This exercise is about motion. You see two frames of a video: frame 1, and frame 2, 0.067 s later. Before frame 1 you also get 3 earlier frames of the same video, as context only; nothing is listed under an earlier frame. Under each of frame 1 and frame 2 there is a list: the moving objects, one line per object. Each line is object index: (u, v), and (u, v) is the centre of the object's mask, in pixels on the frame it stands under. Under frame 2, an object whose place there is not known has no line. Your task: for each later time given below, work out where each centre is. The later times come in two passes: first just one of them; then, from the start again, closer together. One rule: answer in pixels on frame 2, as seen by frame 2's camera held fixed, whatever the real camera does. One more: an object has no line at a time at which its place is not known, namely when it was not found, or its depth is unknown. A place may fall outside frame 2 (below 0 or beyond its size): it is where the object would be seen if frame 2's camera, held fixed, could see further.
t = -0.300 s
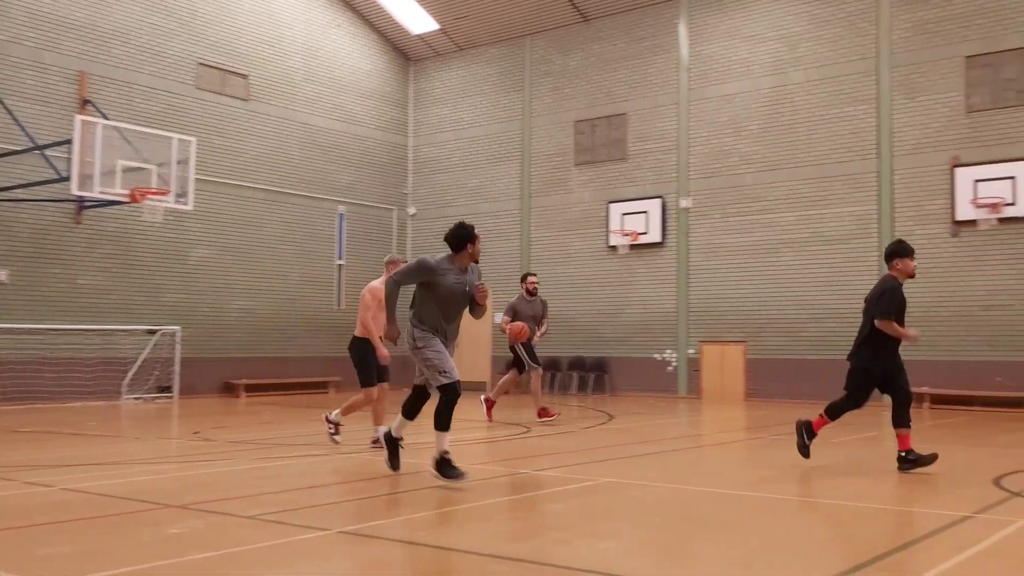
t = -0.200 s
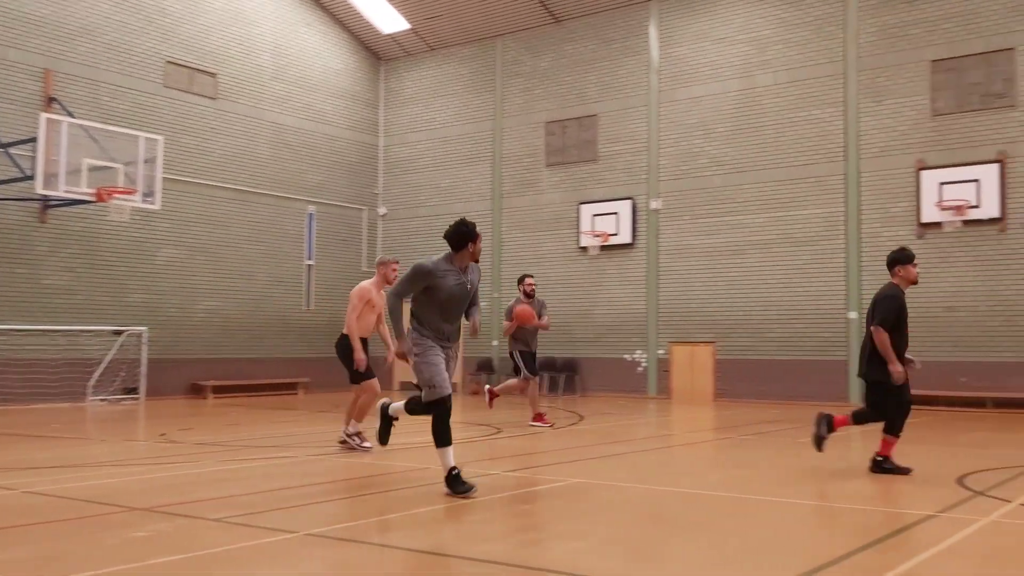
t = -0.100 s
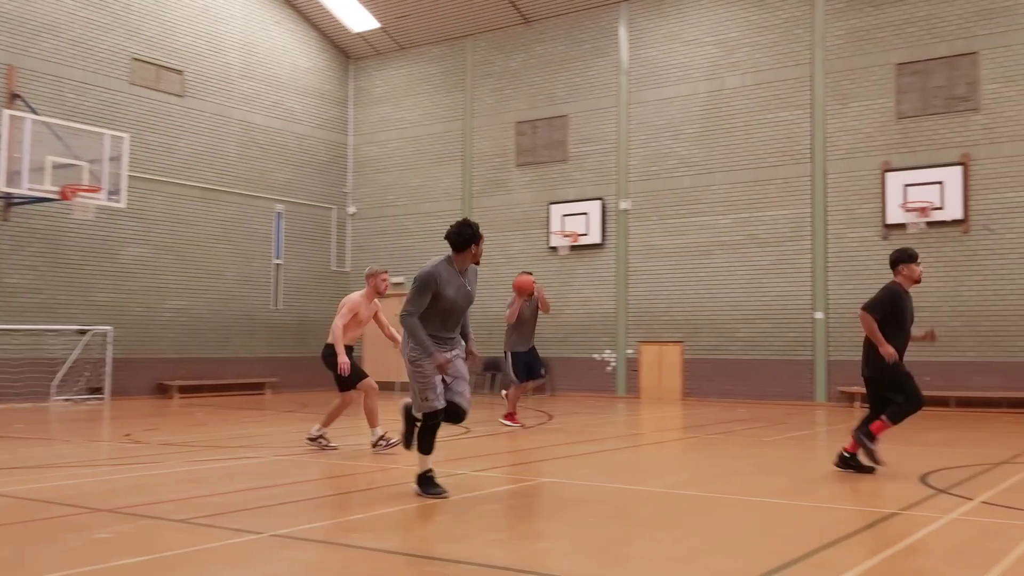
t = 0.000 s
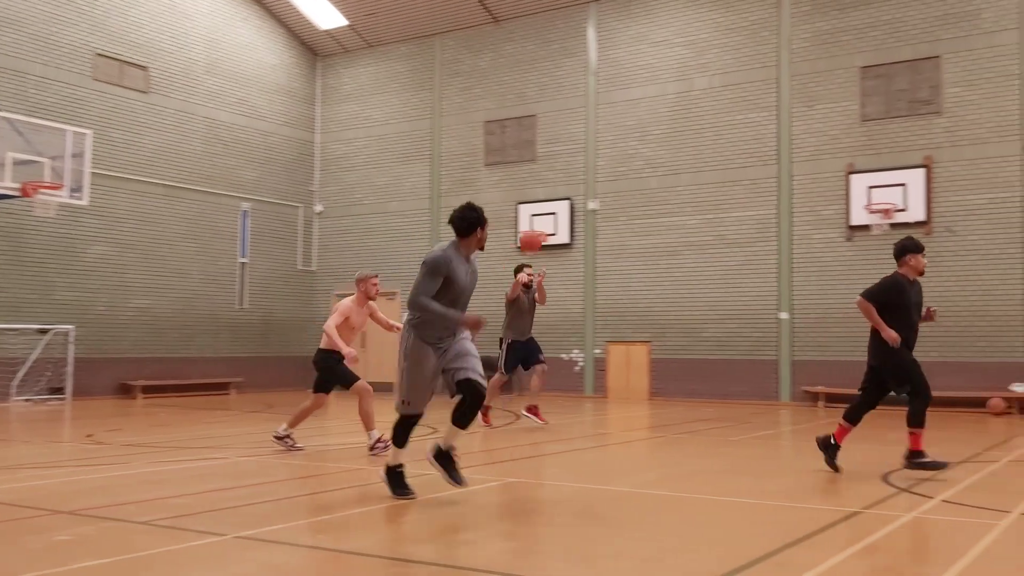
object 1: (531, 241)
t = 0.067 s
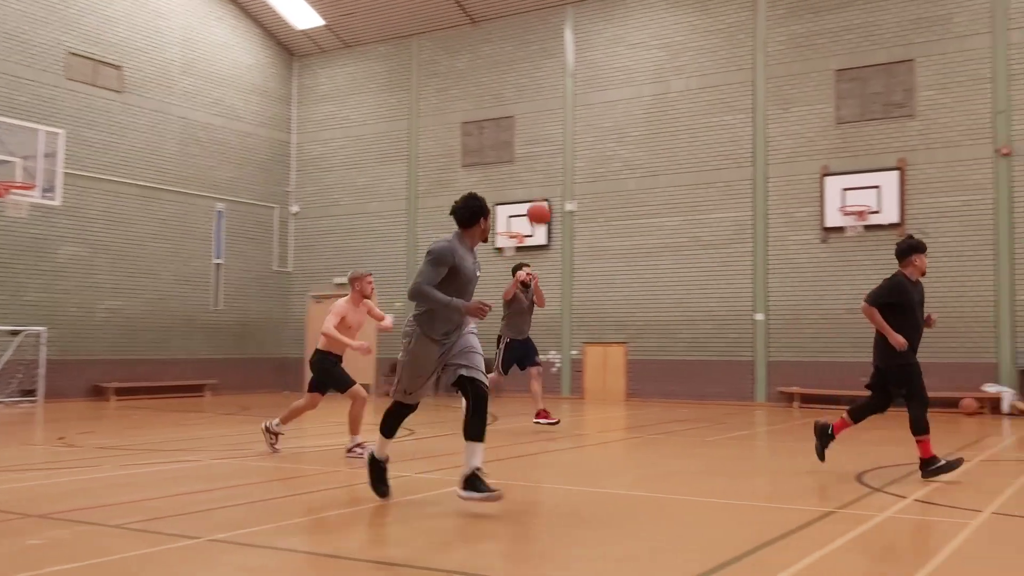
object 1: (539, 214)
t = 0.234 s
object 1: (641, 143)
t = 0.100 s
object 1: (555, 200)
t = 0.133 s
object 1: (575, 185)
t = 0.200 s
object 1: (618, 156)
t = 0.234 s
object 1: (641, 143)
